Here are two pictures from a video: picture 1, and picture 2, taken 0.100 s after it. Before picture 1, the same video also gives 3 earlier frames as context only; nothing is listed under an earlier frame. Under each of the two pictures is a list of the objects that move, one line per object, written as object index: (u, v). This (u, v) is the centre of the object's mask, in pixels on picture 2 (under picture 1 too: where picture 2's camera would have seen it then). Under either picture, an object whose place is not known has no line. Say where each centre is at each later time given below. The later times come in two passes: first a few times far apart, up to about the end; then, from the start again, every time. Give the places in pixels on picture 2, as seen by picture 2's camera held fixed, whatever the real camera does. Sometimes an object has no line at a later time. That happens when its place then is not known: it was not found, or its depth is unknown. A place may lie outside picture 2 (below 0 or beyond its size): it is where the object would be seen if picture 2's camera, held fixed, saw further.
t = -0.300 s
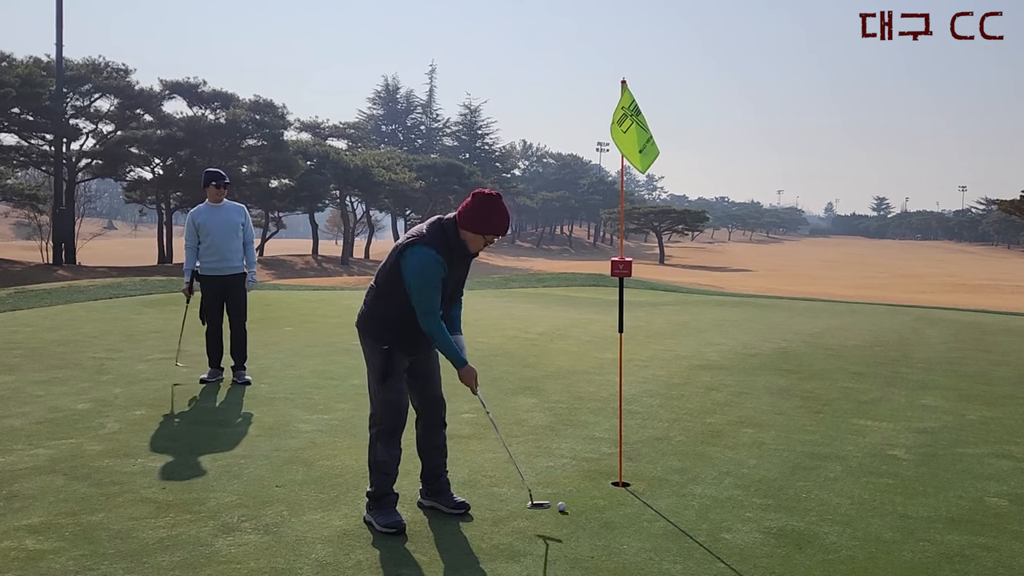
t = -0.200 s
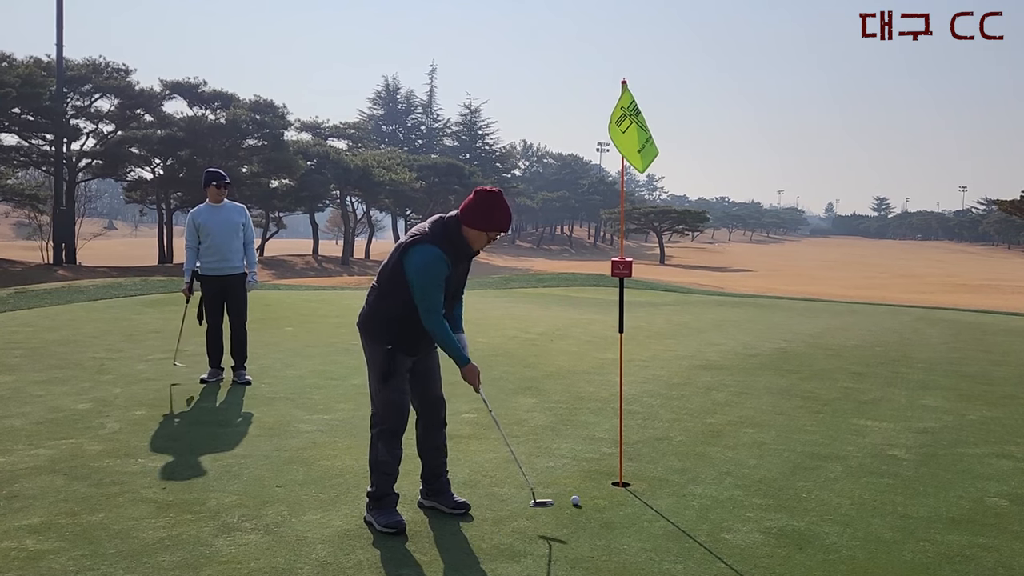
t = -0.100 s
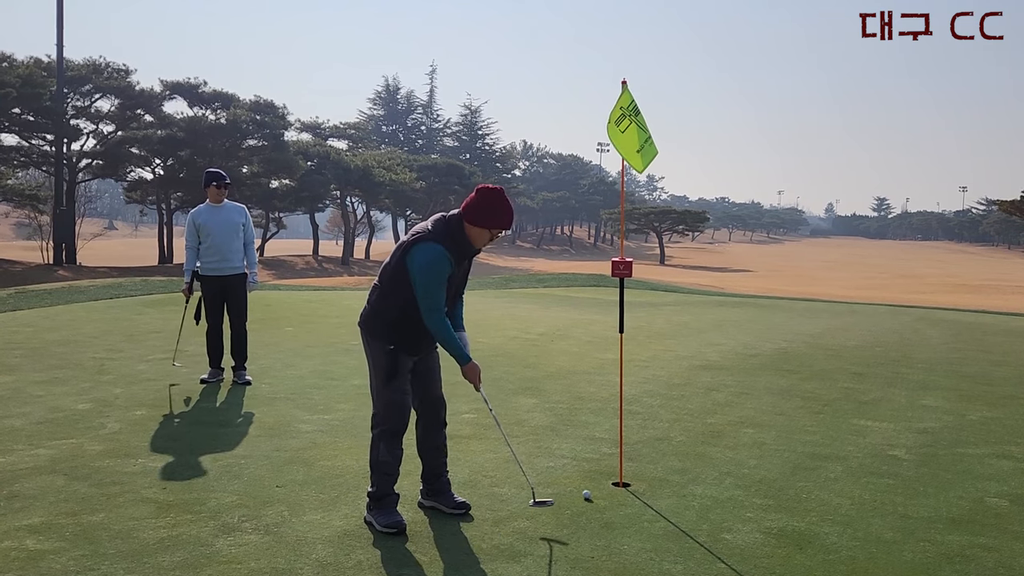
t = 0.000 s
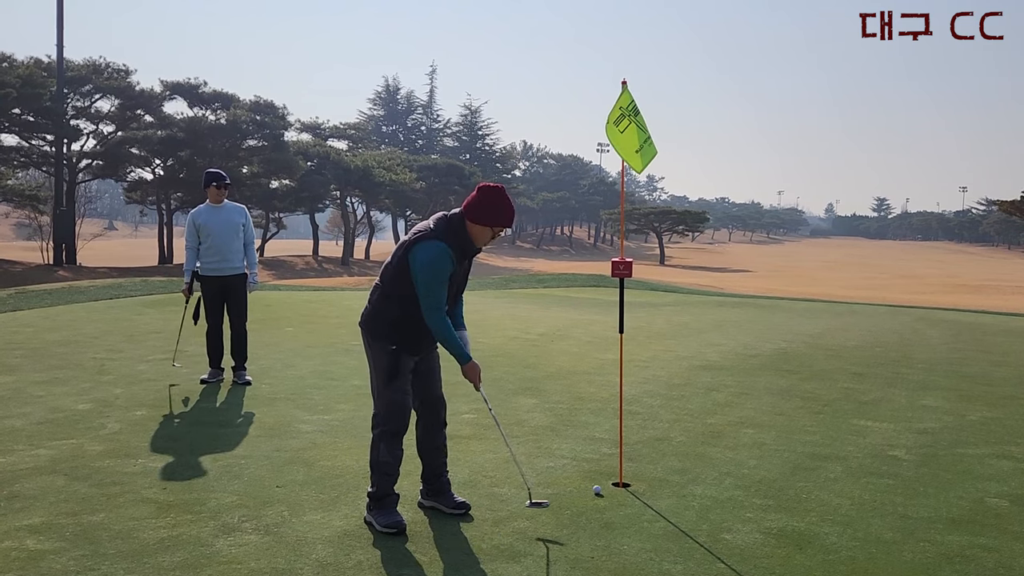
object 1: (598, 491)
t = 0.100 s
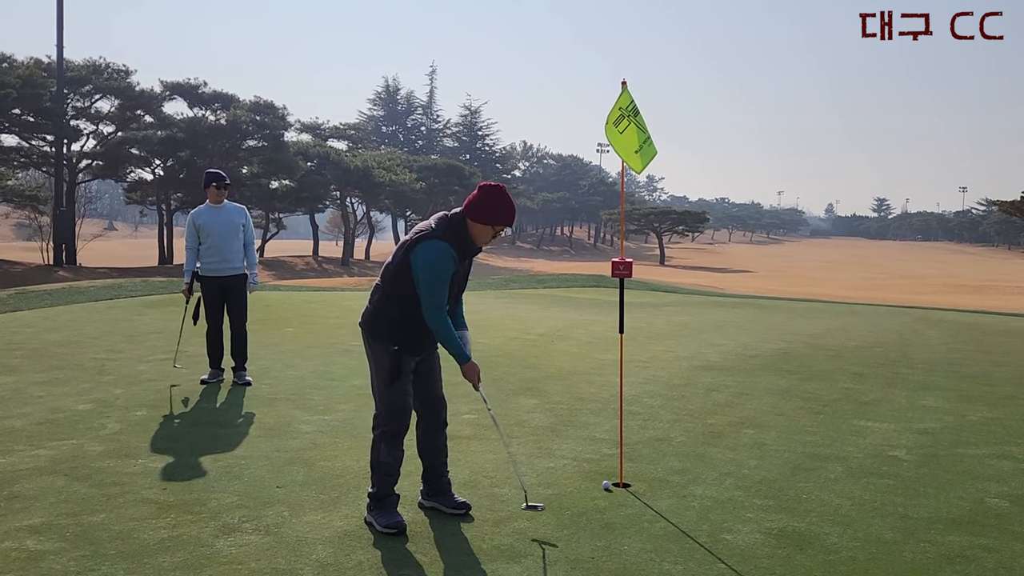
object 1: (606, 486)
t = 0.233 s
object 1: (616, 482)
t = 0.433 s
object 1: (644, 483)
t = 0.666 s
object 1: (668, 488)
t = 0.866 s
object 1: (683, 491)
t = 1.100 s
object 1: (694, 492)
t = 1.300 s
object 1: (698, 493)
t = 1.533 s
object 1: (699, 493)
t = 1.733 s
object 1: (699, 493)
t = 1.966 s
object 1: (699, 493)
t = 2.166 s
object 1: (699, 493)
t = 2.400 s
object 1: (698, 493)
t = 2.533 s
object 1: (699, 493)
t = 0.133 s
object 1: (609, 484)
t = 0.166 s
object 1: (612, 483)
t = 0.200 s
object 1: (614, 482)
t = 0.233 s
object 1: (616, 482)
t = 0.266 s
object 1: (625, 482)
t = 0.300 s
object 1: (627, 481)
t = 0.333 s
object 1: (632, 481)
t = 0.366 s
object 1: (636, 482)
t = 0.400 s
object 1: (640, 483)
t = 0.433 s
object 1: (644, 483)
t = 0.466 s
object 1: (647, 484)
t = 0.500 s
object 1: (651, 485)
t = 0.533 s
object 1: (655, 485)
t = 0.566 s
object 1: (659, 486)
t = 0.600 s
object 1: (661, 487)
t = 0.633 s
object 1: (665, 487)
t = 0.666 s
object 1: (668, 488)
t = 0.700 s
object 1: (671, 488)
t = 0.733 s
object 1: (673, 489)
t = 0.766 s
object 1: (676, 489)
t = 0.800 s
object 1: (678, 490)
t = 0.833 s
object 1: (681, 490)
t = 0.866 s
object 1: (683, 491)
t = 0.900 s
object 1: (685, 491)
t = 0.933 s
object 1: (687, 491)
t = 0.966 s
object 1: (689, 492)
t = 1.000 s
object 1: (690, 492)
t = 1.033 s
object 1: (692, 492)
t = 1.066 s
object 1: (693, 492)
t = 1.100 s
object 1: (694, 492)
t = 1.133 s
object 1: (695, 493)
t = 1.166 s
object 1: (696, 493)
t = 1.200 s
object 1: (697, 493)
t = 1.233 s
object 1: (697, 493)
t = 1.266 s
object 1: (698, 493)
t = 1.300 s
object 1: (698, 493)
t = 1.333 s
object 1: (699, 493)
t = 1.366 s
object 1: (699, 493)
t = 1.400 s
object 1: (699, 493)
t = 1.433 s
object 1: (699, 493)
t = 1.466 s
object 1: (699, 493)
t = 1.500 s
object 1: (699, 493)
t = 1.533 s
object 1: (699, 493)
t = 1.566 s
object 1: (699, 493)
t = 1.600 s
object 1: (698, 493)
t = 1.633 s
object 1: (698, 493)
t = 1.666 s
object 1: (699, 493)
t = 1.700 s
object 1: (699, 493)
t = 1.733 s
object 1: (699, 493)
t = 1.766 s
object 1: (699, 493)
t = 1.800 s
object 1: (699, 493)
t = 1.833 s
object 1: (699, 493)
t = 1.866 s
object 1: (699, 493)
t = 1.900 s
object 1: (699, 493)
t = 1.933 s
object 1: (698, 493)
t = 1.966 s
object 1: (699, 493)
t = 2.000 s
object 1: (699, 493)
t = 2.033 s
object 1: (699, 493)
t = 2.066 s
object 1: (699, 493)
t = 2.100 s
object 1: (699, 493)
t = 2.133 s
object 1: (698, 493)
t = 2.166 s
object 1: (699, 493)
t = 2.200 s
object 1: (699, 493)
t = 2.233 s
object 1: (699, 493)
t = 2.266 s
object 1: (699, 493)
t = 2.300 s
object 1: (698, 493)
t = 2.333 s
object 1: (698, 493)
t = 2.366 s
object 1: (698, 493)
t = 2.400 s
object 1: (698, 493)
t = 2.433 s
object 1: (698, 493)
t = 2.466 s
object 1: (698, 493)
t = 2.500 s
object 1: (698, 493)
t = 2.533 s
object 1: (699, 493)
